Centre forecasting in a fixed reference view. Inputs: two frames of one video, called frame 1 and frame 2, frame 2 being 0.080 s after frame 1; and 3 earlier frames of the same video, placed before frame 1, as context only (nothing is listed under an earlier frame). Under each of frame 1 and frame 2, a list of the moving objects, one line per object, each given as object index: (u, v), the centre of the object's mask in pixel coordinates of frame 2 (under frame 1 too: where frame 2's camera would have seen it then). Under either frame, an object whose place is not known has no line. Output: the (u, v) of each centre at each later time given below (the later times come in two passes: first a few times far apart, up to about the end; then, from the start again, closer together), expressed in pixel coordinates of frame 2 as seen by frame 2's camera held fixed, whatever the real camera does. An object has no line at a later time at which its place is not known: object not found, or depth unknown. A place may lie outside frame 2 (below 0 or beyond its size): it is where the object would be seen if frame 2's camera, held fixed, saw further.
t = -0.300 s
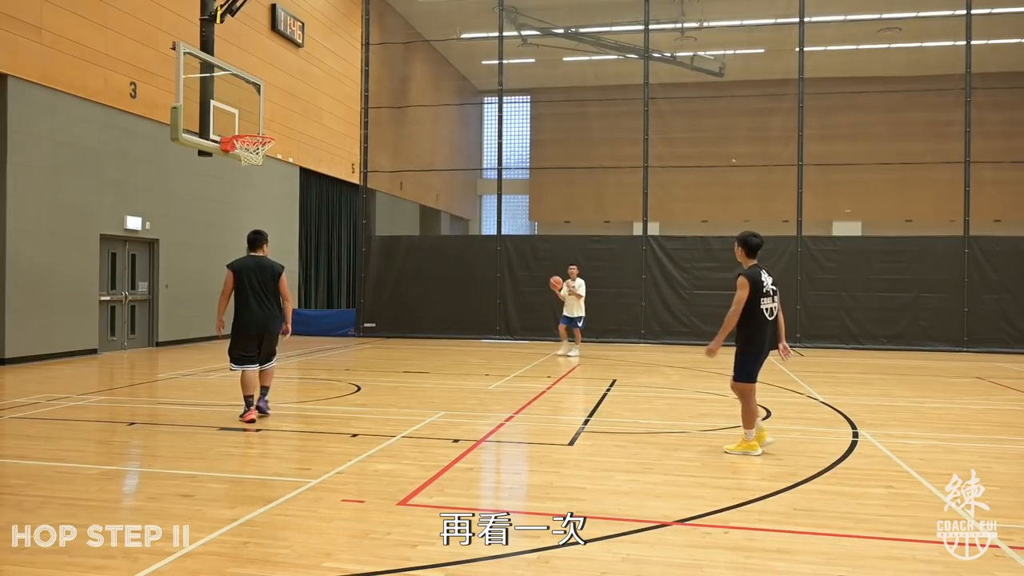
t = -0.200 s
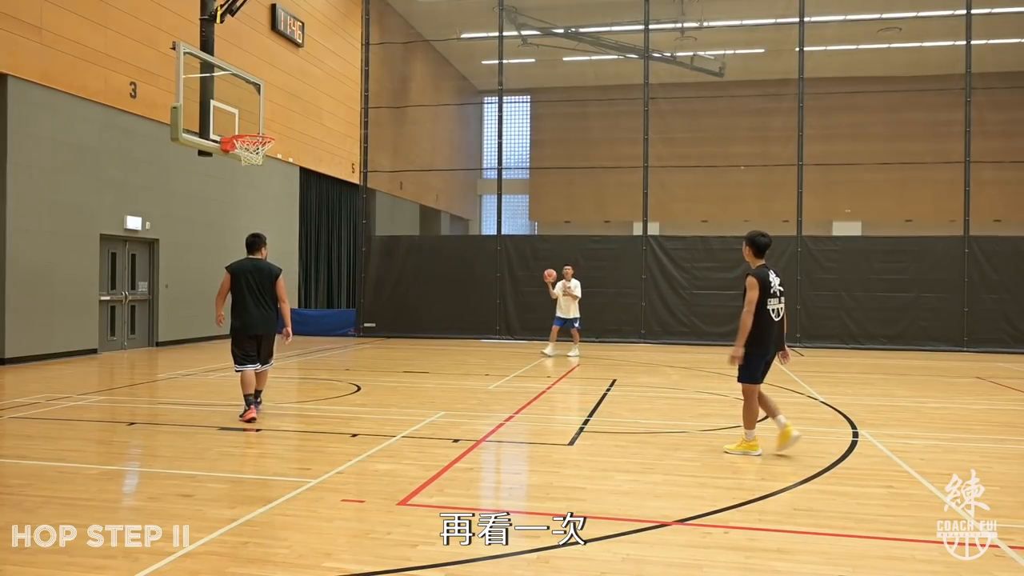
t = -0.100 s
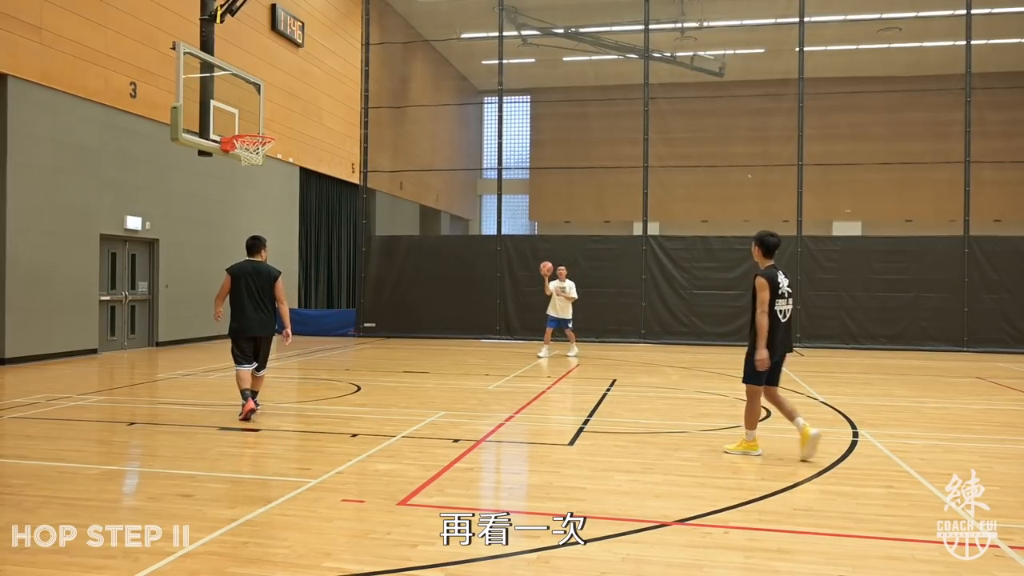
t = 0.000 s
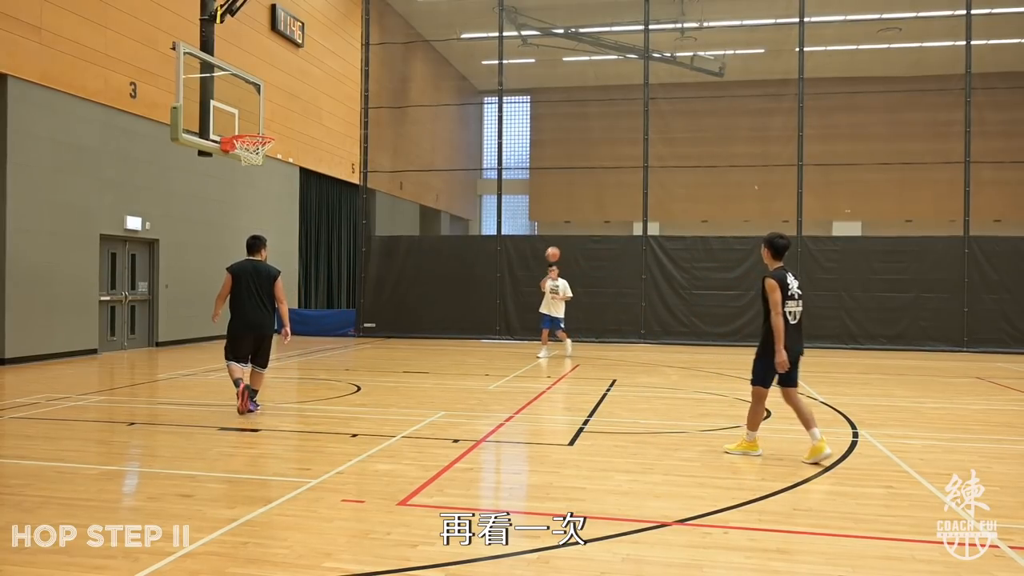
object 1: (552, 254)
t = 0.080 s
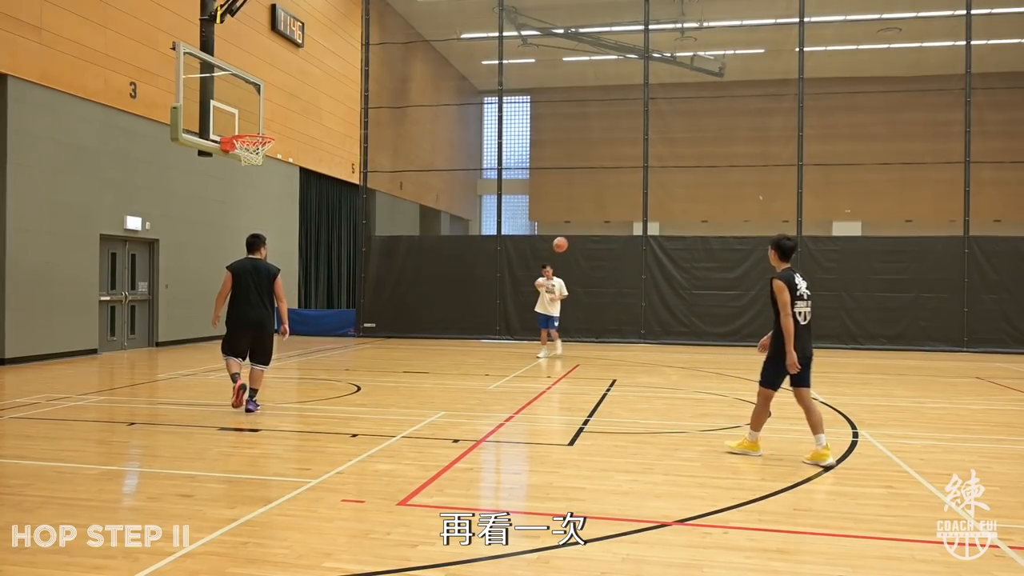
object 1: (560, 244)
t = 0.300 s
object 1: (584, 235)
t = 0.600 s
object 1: (623, 275)
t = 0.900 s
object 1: (672, 389)
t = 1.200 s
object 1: (692, 308)
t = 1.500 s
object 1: (716, 306)
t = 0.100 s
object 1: (562, 243)
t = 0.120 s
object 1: (564, 241)
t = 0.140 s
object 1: (566, 239)
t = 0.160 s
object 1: (568, 238)
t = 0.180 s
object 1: (570, 237)
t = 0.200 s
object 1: (572, 236)
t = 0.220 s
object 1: (575, 235)
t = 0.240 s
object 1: (577, 235)
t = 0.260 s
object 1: (579, 235)
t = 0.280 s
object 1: (581, 235)
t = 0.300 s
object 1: (584, 235)
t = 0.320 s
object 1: (586, 235)
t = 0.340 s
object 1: (588, 236)
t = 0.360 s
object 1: (591, 237)
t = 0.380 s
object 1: (593, 239)
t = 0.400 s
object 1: (596, 240)
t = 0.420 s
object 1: (598, 242)
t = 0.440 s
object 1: (601, 245)
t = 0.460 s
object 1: (603, 247)
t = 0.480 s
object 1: (606, 250)
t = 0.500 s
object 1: (609, 253)
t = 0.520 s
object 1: (611, 257)
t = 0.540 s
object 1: (614, 261)
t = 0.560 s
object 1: (617, 265)
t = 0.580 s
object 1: (620, 270)
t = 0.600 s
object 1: (623, 275)
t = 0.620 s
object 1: (626, 281)
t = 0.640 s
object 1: (629, 286)
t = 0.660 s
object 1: (632, 293)
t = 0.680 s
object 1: (635, 300)
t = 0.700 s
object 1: (639, 307)
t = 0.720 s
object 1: (642, 314)
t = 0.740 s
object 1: (645, 323)
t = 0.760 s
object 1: (649, 331)
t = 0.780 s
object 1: (652, 338)
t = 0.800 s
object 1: (655, 348)
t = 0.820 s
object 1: (660, 360)
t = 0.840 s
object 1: (663, 370)
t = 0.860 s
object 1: (667, 382)
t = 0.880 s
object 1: (670, 394)
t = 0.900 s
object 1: (672, 389)
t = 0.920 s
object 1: (673, 382)
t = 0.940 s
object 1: (674, 375)
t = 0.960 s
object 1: (676, 368)
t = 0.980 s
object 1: (676, 362)
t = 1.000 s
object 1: (678, 355)
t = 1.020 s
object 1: (680, 348)
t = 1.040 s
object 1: (681, 342)
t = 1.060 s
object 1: (683, 337)
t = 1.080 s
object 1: (684, 333)
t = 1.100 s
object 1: (686, 328)
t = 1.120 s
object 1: (687, 324)
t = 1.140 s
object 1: (688, 319)
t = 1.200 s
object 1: (692, 308)
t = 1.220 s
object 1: (694, 306)
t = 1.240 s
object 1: (695, 303)
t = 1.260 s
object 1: (697, 301)
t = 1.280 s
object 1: (698, 299)
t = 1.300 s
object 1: (700, 298)
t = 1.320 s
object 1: (701, 297)
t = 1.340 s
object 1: (703, 296)
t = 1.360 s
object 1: (704, 296)
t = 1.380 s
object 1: (706, 296)
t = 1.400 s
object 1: (708, 296)
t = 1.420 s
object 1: (709, 297)
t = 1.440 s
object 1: (711, 299)
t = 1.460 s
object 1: (712, 301)
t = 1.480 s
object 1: (714, 303)
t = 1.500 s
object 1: (716, 306)
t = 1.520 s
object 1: (717, 309)
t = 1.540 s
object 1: (719, 313)
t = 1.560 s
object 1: (720, 317)
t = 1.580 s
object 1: (722, 322)
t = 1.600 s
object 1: (724, 327)
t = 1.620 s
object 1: (725, 332)
